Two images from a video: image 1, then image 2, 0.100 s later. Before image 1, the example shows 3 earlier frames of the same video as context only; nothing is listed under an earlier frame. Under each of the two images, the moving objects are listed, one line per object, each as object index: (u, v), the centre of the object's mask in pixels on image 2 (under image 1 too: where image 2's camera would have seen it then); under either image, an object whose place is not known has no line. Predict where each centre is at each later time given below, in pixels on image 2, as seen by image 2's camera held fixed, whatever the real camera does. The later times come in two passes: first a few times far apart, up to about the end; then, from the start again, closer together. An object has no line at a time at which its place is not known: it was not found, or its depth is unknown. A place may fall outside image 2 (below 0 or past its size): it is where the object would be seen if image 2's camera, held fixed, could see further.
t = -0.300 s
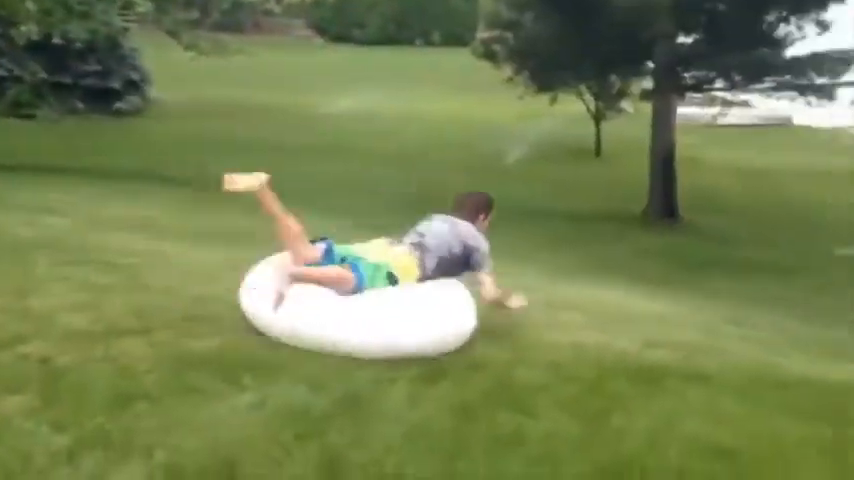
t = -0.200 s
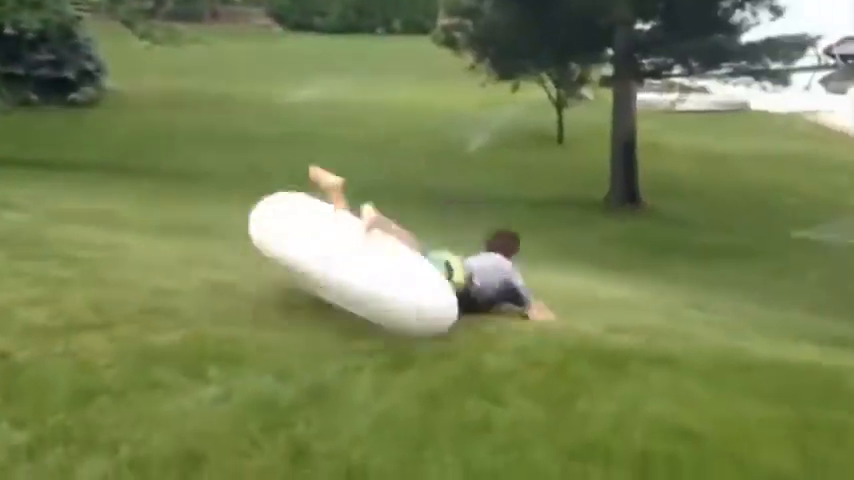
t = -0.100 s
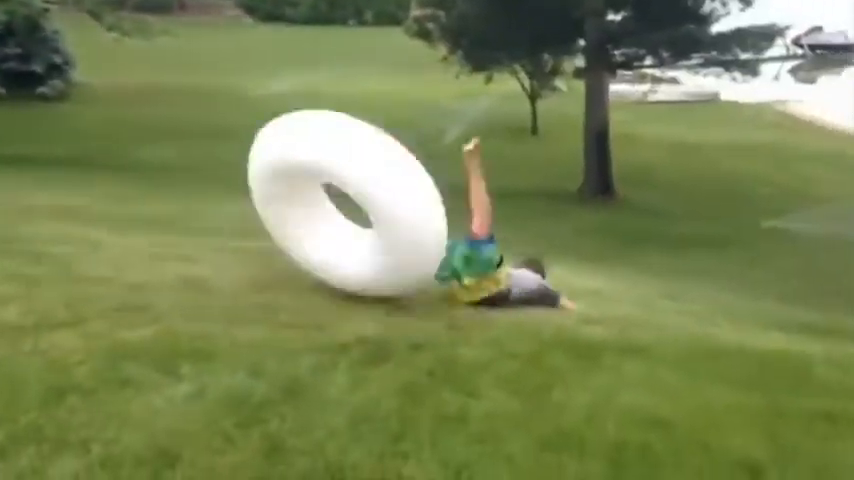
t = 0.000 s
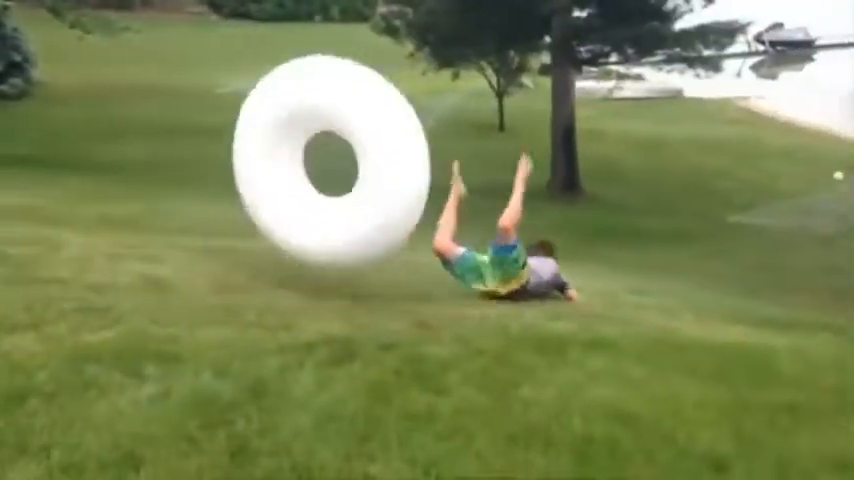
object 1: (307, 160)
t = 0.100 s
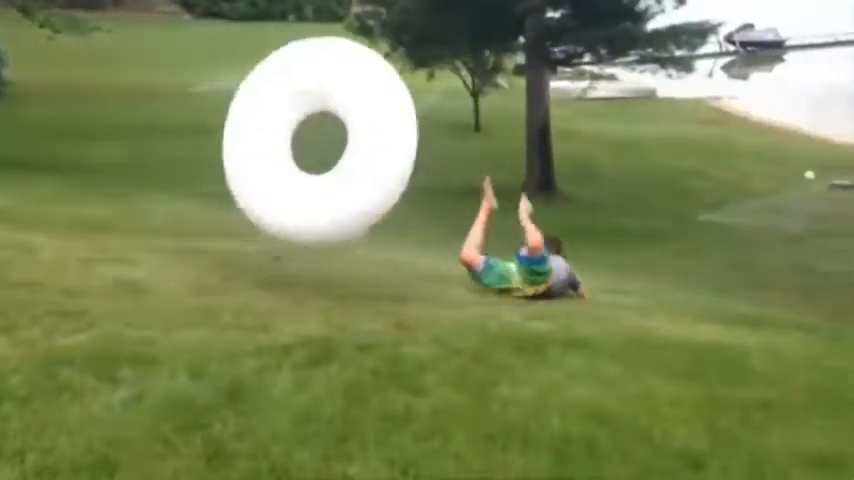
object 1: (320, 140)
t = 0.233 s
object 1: (334, 135)
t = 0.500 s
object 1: (350, 184)
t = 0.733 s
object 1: (358, 231)
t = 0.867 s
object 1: (376, 227)
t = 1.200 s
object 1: (427, 233)
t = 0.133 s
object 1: (324, 137)
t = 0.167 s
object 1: (327, 135)
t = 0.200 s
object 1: (331, 134)
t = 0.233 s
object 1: (334, 135)
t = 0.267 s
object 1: (337, 137)
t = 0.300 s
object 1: (340, 140)
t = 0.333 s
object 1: (343, 146)
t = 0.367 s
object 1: (344, 151)
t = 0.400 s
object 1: (346, 158)
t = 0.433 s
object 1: (347, 166)
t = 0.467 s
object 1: (348, 174)
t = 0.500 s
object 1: (350, 184)
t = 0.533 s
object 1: (350, 194)
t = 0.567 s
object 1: (349, 206)
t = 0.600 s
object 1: (348, 216)
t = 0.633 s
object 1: (349, 223)
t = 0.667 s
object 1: (350, 226)
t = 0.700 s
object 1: (354, 228)
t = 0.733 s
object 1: (358, 231)
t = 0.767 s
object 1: (362, 231)
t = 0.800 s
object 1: (368, 231)
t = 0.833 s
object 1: (373, 228)
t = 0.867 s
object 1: (376, 227)
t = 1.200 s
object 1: (427, 233)
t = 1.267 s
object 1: (438, 239)
